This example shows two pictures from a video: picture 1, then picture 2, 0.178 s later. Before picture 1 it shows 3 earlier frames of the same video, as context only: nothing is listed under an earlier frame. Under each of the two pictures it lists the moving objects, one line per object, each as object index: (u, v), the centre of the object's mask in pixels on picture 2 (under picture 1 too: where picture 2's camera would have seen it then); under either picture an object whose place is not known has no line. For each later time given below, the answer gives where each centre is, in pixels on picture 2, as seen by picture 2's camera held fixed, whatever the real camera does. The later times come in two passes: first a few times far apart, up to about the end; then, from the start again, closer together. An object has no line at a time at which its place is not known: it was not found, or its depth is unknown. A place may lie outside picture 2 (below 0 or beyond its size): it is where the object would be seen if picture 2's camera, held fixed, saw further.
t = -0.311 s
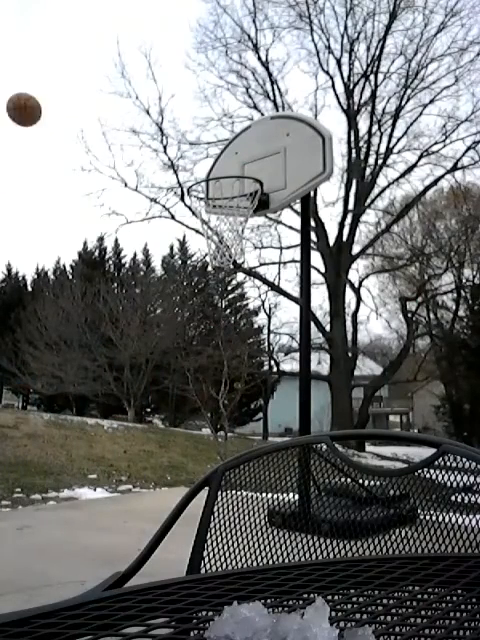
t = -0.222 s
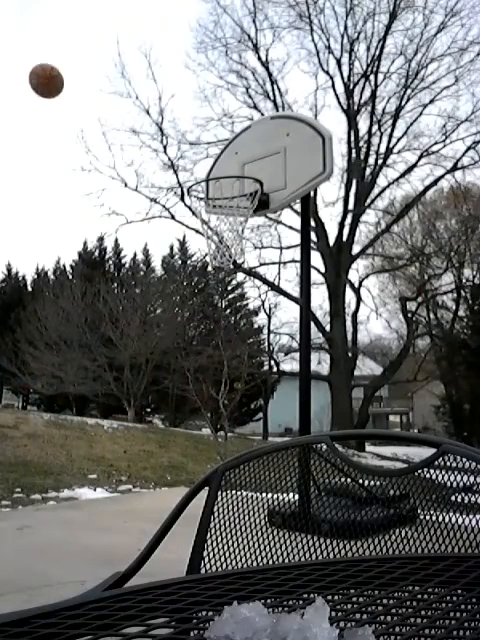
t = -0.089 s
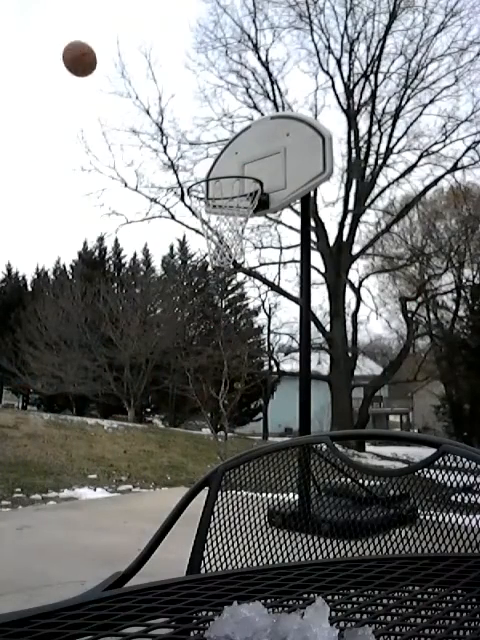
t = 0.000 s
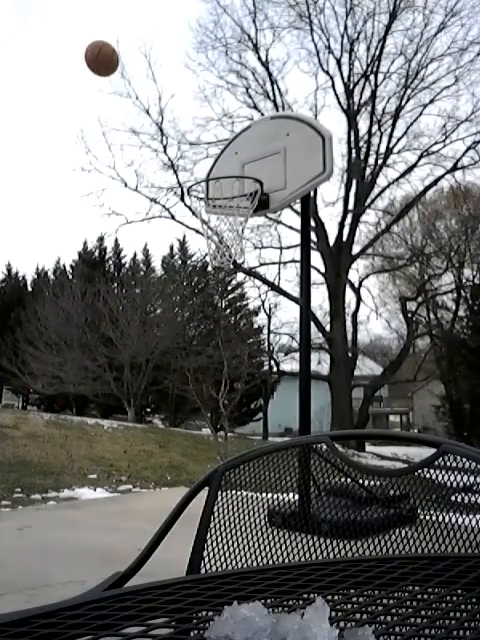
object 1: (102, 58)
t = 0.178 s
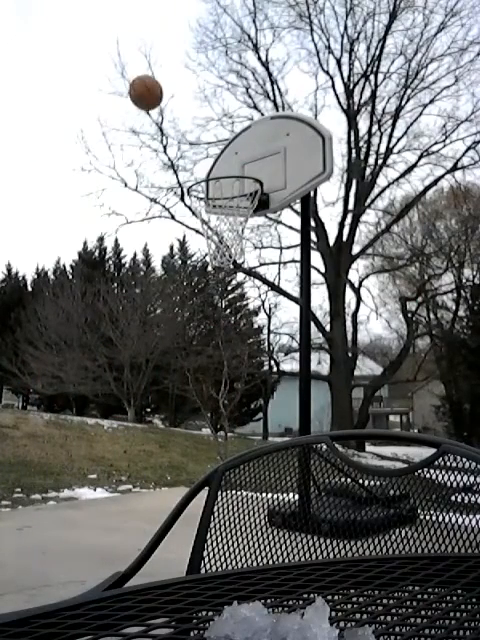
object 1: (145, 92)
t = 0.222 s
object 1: (157, 108)
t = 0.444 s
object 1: (211, 168)
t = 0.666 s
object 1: (240, 194)
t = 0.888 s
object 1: (236, 242)
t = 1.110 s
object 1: (218, 323)
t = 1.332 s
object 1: (195, 474)
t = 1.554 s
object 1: (197, 437)
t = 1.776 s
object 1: (197, 379)
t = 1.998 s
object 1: (197, 398)
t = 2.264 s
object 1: (189, 533)
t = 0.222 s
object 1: (157, 108)
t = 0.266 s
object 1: (168, 127)
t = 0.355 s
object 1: (191, 173)
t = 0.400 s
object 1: (201, 170)
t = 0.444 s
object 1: (211, 168)
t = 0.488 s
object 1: (222, 169)
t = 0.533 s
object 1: (232, 174)
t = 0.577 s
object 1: (237, 179)
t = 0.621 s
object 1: (239, 186)
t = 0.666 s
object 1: (240, 194)
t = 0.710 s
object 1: (243, 208)
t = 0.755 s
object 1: (243, 221)
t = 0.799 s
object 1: (242, 230)
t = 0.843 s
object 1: (238, 236)
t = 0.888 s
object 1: (236, 242)
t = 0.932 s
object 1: (231, 254)
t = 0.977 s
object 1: (228, 268)
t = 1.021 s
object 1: (224, 282)
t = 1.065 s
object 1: (222, 302)
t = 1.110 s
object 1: (218, 323)
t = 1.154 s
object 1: (215, 349)
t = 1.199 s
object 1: (211, 376)
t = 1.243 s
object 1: (208, 408)
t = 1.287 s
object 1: (205, 442)
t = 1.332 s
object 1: (195, 474)
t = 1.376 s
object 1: (191, 522)
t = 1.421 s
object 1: (193, 514)
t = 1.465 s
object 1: (193, 482)
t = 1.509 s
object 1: (197, 458)
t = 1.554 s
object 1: (197, 437)
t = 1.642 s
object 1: (197, 406)
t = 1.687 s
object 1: (197, 393)
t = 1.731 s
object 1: (197, 385)
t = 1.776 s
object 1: (197, 379)
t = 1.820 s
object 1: (197, 377)
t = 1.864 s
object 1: (197, 377)
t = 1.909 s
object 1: (197, 381)
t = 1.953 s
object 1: (197, 388)
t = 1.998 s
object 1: (197, 398)
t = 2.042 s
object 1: (197, 411)
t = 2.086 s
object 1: (198, 427)
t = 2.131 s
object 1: (199, 448)
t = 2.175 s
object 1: (194, 469)
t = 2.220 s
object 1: (196, 506)
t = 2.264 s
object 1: (189, 533)
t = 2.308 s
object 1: (190, 525)
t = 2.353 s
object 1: (196, 507)
